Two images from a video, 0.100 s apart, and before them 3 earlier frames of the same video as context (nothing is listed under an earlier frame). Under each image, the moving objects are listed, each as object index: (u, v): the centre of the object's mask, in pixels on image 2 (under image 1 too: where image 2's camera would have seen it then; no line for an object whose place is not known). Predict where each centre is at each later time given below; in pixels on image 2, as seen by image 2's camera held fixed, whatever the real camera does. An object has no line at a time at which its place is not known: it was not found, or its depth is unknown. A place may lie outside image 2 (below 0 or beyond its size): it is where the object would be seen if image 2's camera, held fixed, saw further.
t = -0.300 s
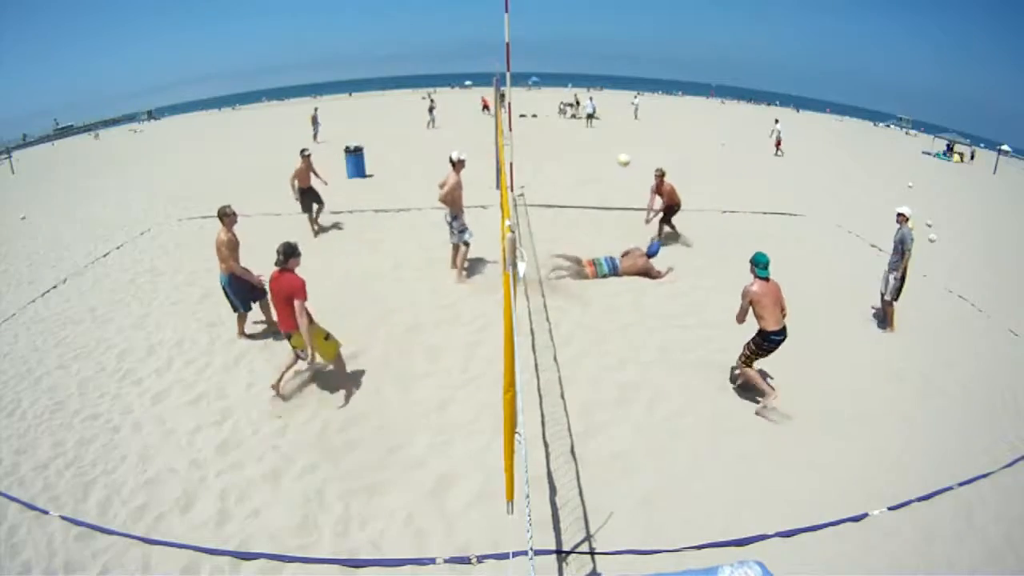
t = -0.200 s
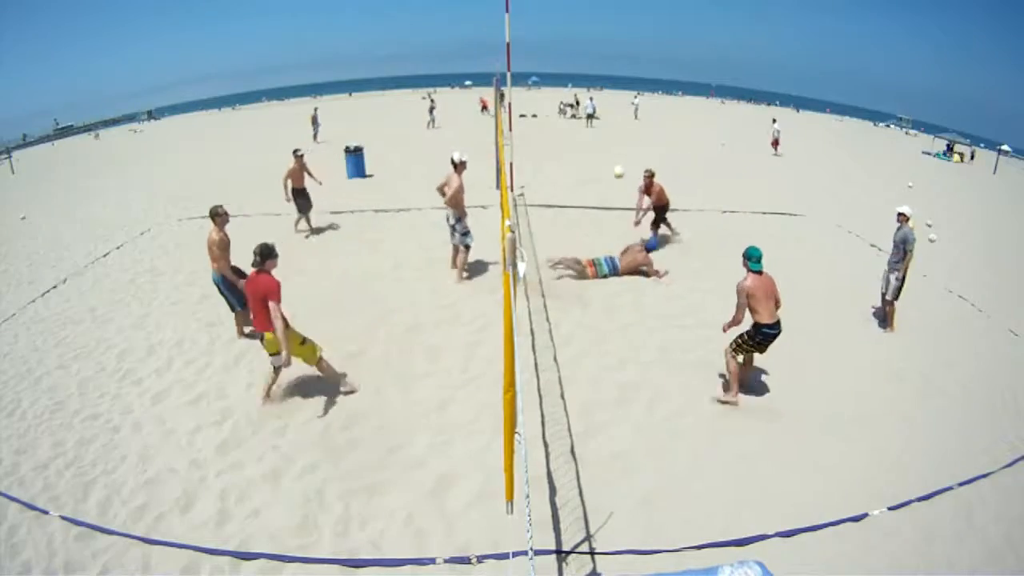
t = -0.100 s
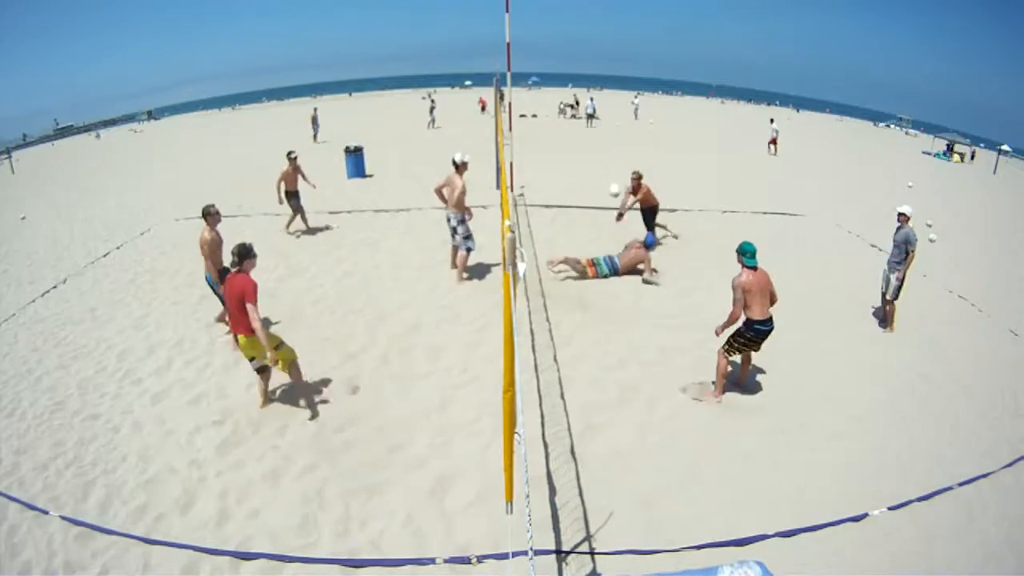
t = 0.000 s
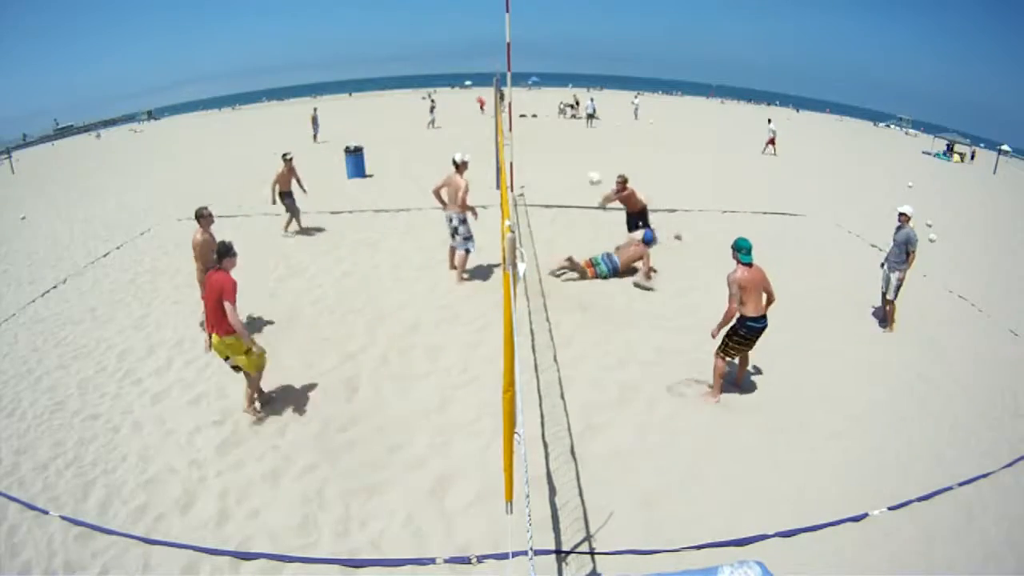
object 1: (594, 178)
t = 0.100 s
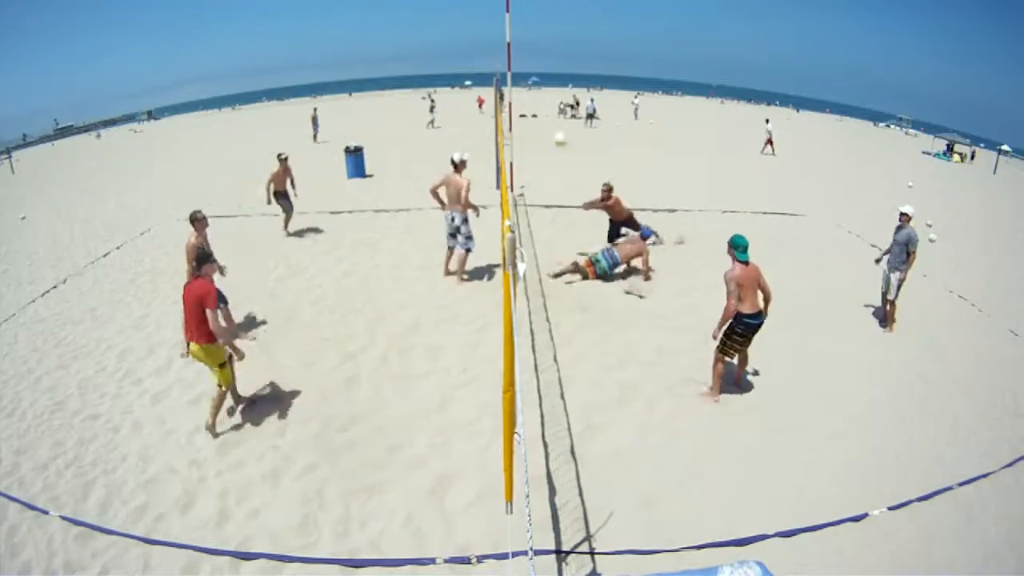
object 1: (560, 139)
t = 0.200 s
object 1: (525, 105)
